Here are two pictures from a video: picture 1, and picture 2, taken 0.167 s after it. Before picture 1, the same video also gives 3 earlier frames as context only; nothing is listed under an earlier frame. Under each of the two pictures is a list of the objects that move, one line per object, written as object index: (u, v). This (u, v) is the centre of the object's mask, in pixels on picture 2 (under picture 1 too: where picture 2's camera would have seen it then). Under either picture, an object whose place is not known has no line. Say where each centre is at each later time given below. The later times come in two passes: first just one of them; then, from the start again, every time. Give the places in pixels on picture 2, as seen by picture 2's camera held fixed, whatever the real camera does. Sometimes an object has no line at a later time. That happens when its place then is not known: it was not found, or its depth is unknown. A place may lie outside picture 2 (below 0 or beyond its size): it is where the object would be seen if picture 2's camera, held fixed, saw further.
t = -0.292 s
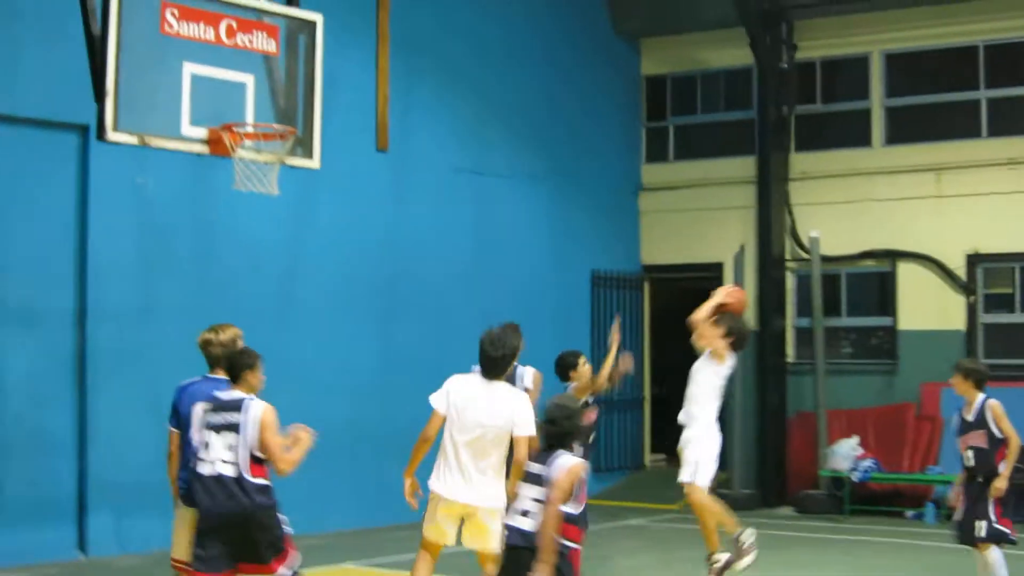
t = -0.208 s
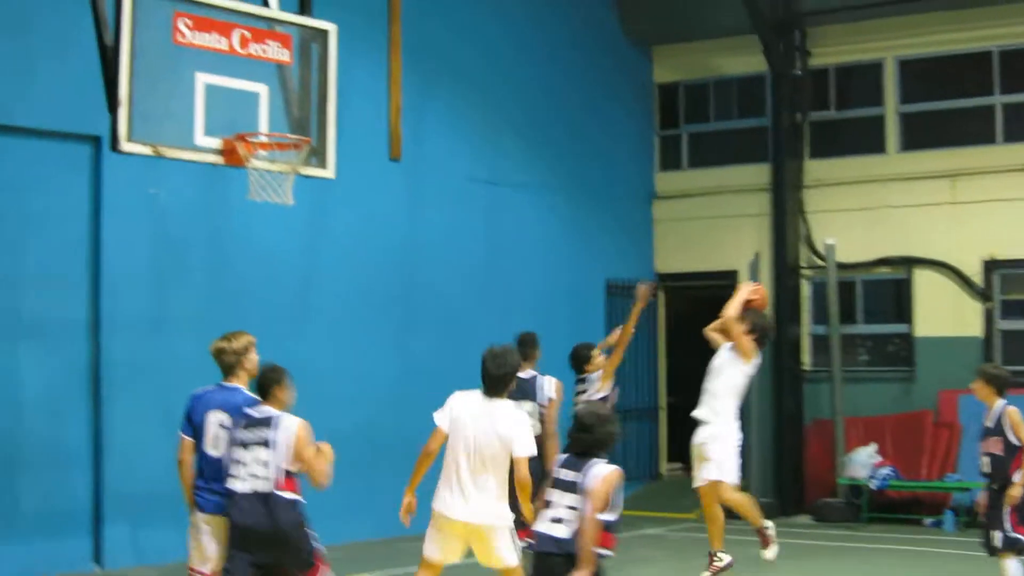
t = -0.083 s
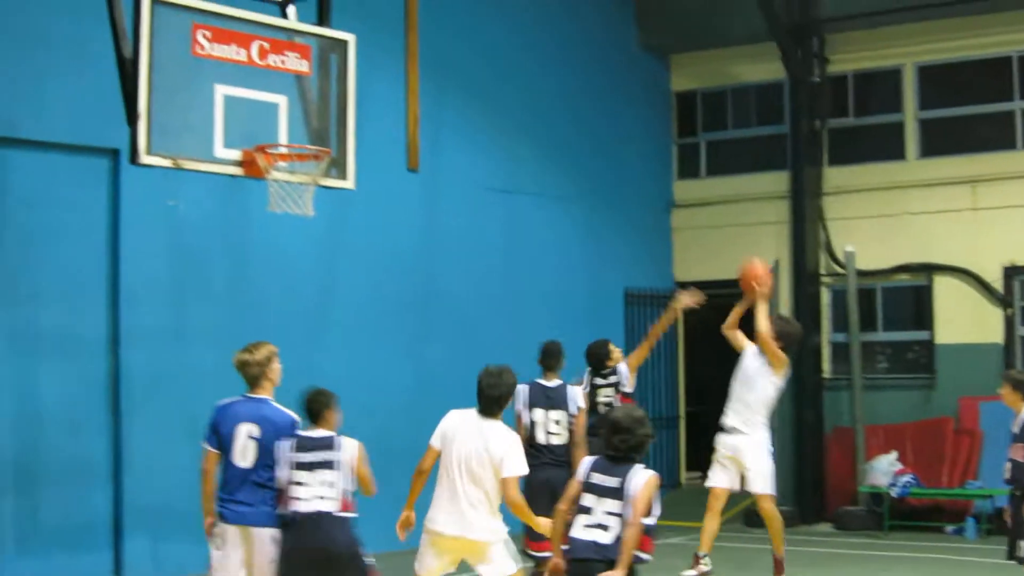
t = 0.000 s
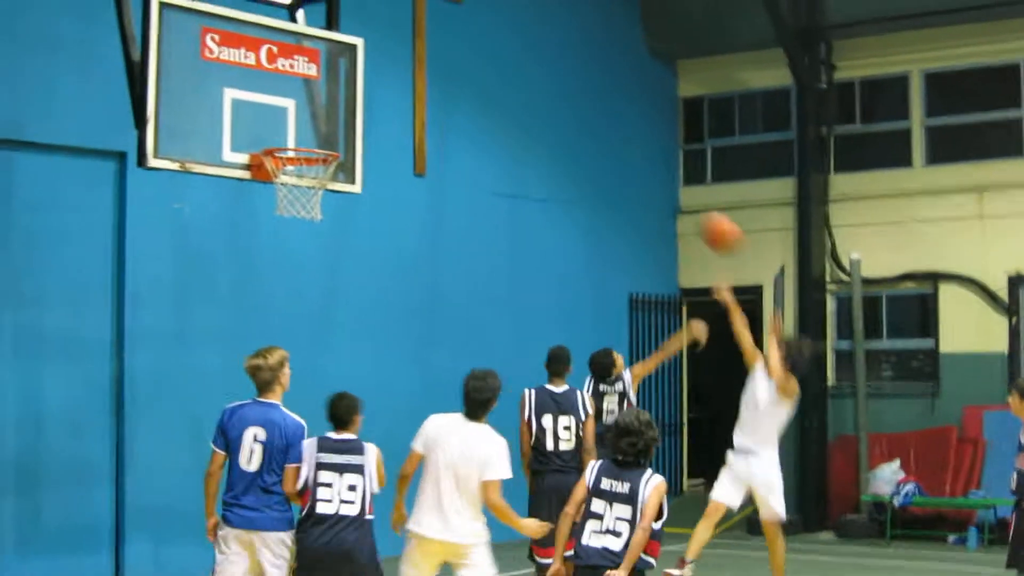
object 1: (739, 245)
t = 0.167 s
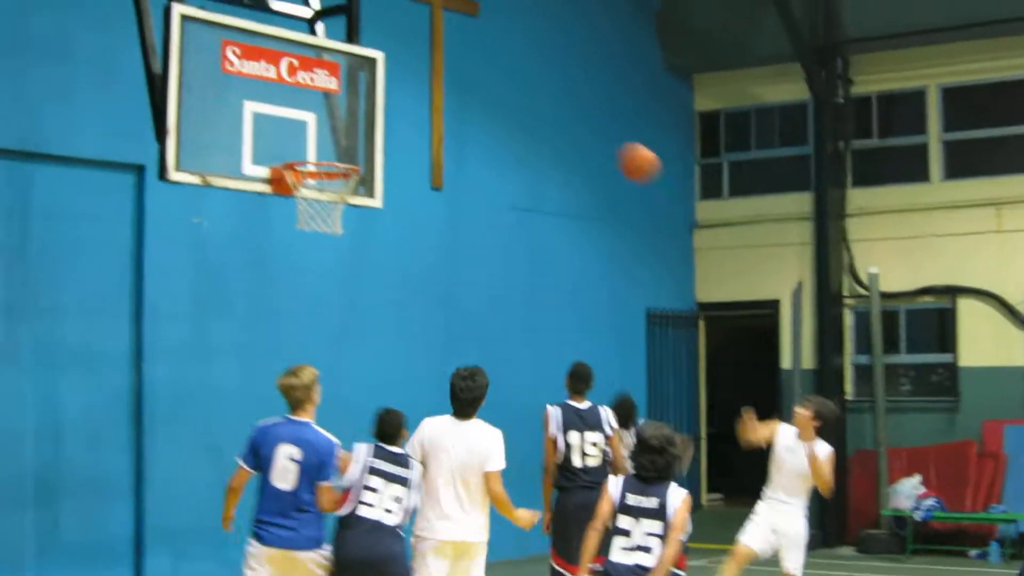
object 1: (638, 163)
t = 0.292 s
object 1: (560, 121)
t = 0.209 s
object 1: (613, 147)
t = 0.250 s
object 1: (587, 133)
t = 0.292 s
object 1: (560, 121)
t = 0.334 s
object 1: (534, 113)
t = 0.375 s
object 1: (508, 108)
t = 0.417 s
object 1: (481, 105)
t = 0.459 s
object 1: (454, 104)
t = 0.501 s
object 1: (425, 106)
